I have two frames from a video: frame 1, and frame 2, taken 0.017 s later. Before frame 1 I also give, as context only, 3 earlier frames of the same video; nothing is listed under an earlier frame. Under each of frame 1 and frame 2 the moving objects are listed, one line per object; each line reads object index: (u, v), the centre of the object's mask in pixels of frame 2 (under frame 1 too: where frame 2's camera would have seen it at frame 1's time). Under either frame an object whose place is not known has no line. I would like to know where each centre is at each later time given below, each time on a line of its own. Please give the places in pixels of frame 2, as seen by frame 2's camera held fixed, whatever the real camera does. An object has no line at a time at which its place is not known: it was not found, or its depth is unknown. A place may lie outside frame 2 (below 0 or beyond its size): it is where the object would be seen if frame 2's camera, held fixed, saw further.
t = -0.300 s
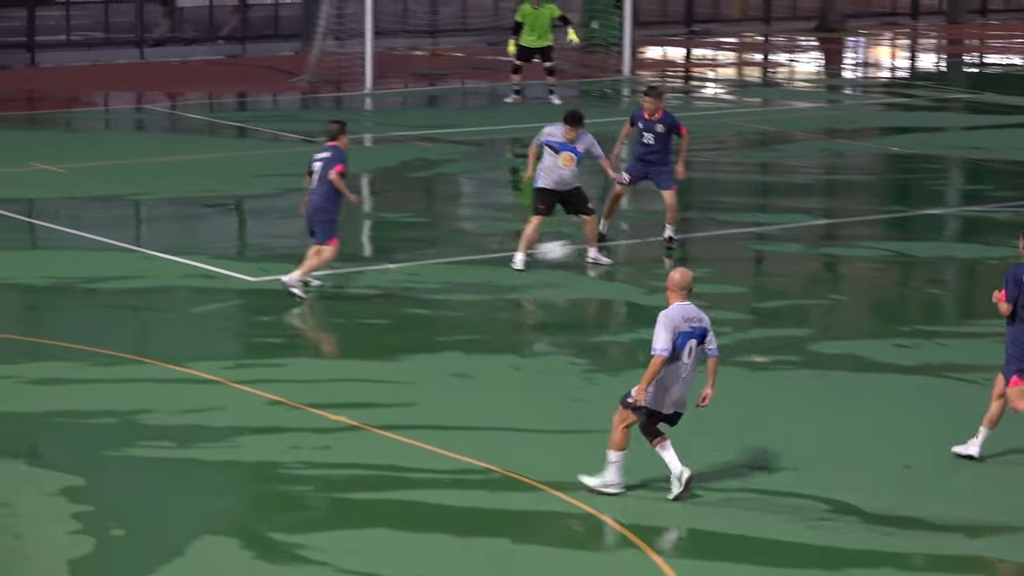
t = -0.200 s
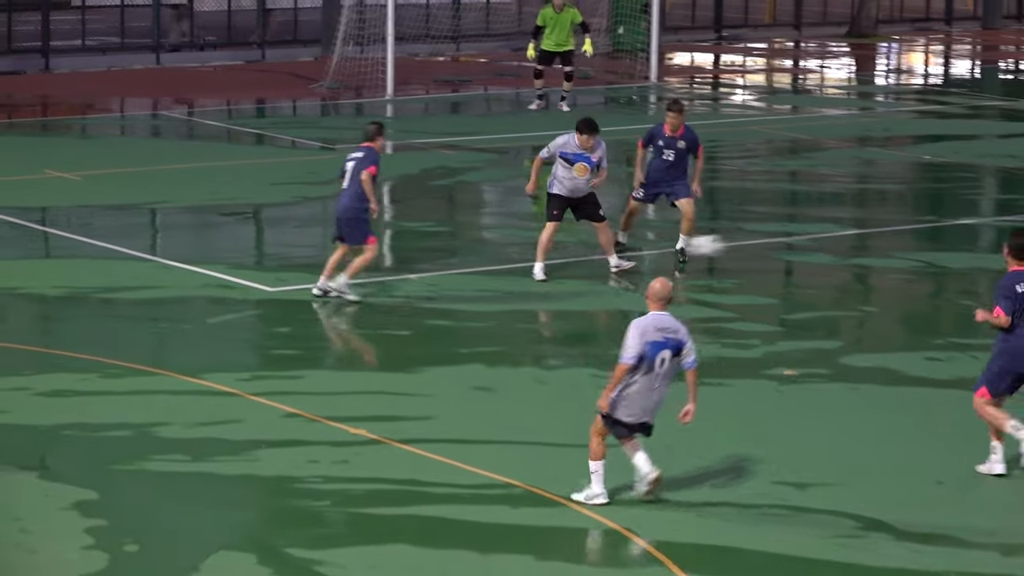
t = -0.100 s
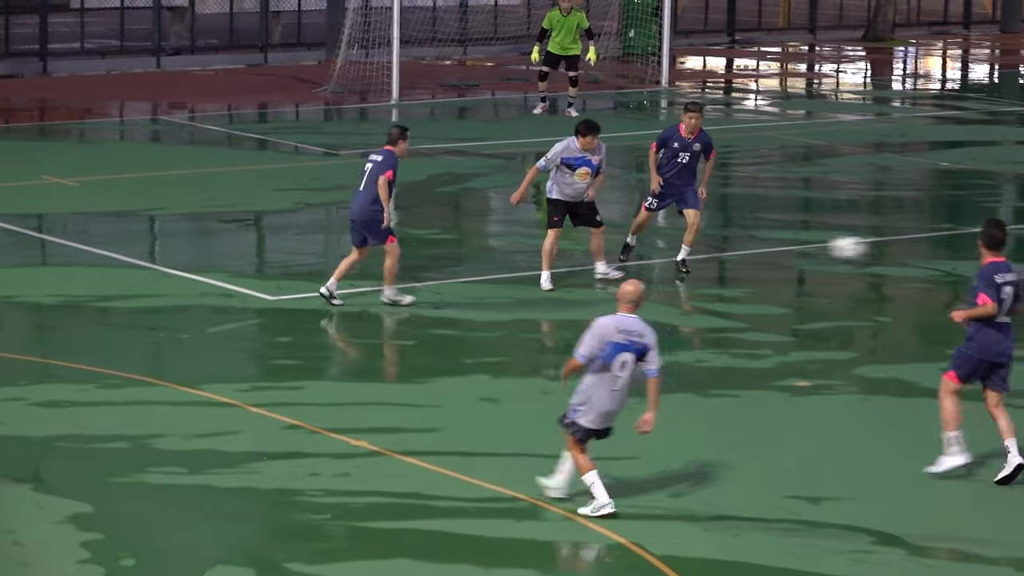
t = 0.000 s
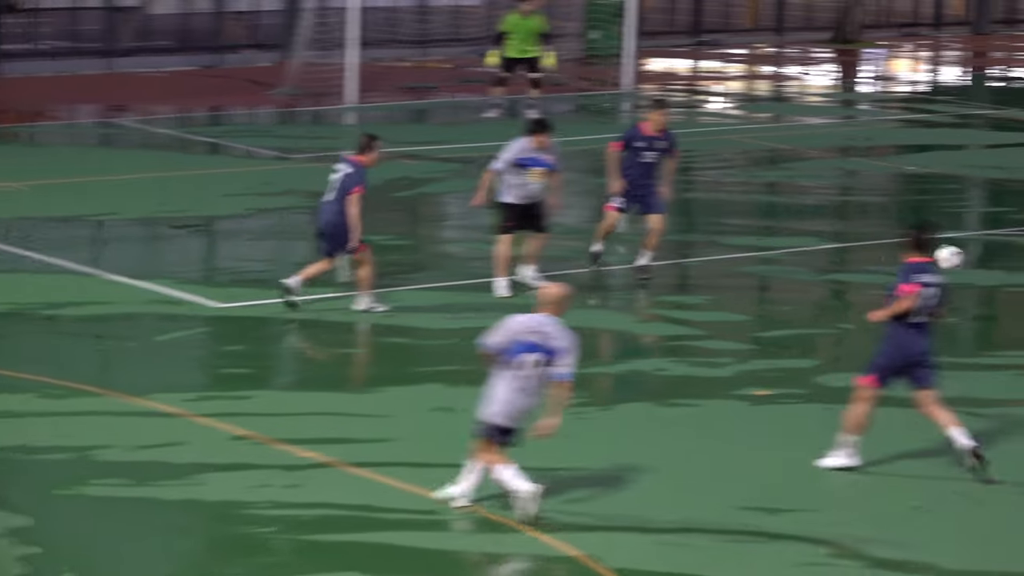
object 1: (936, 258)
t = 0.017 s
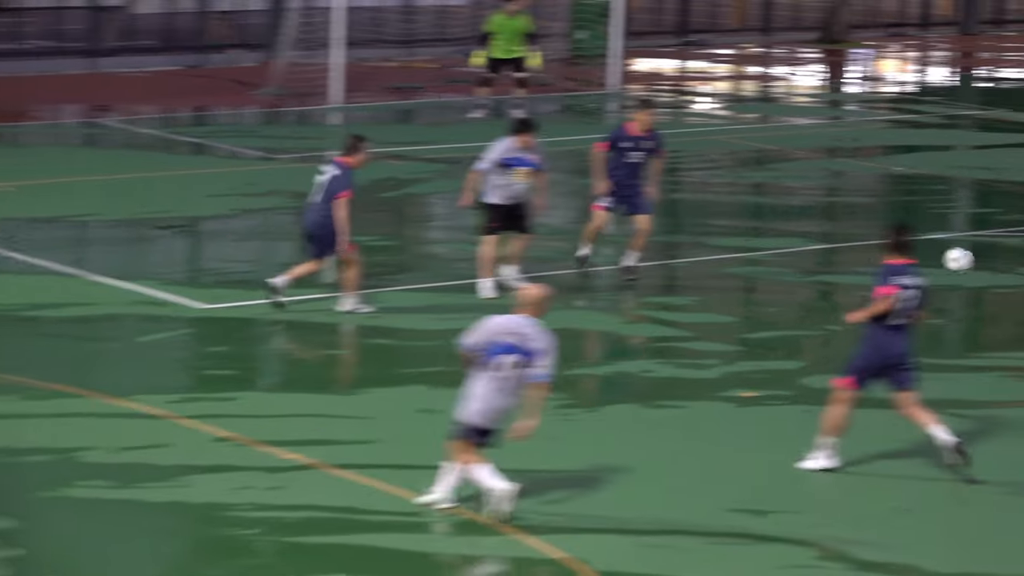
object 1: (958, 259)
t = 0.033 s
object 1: (982, 262)
